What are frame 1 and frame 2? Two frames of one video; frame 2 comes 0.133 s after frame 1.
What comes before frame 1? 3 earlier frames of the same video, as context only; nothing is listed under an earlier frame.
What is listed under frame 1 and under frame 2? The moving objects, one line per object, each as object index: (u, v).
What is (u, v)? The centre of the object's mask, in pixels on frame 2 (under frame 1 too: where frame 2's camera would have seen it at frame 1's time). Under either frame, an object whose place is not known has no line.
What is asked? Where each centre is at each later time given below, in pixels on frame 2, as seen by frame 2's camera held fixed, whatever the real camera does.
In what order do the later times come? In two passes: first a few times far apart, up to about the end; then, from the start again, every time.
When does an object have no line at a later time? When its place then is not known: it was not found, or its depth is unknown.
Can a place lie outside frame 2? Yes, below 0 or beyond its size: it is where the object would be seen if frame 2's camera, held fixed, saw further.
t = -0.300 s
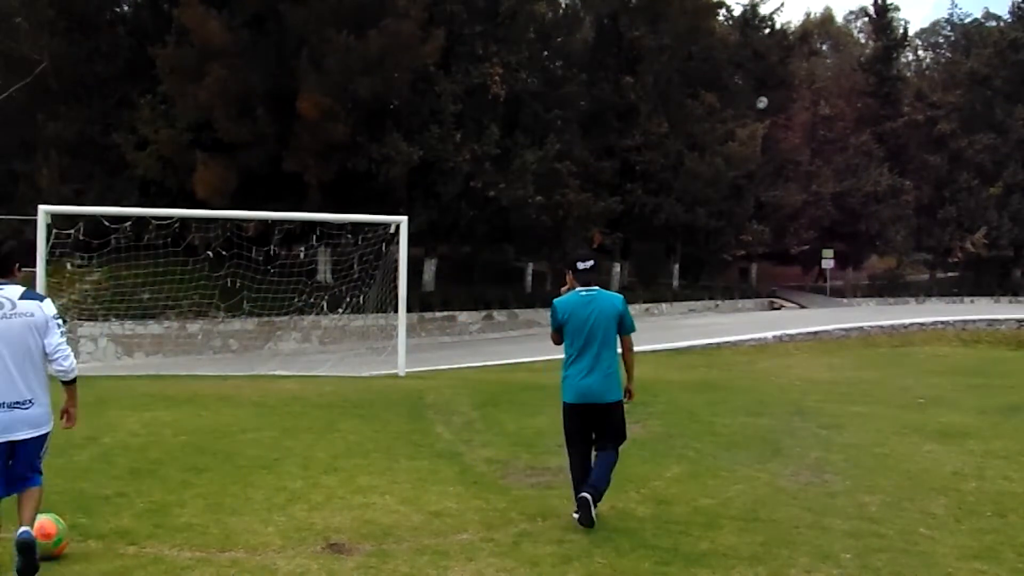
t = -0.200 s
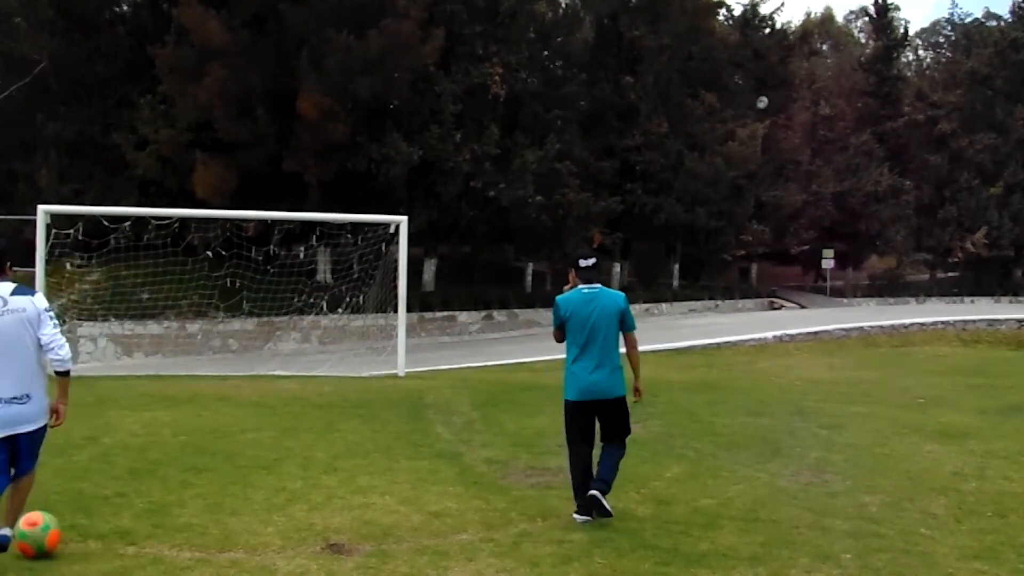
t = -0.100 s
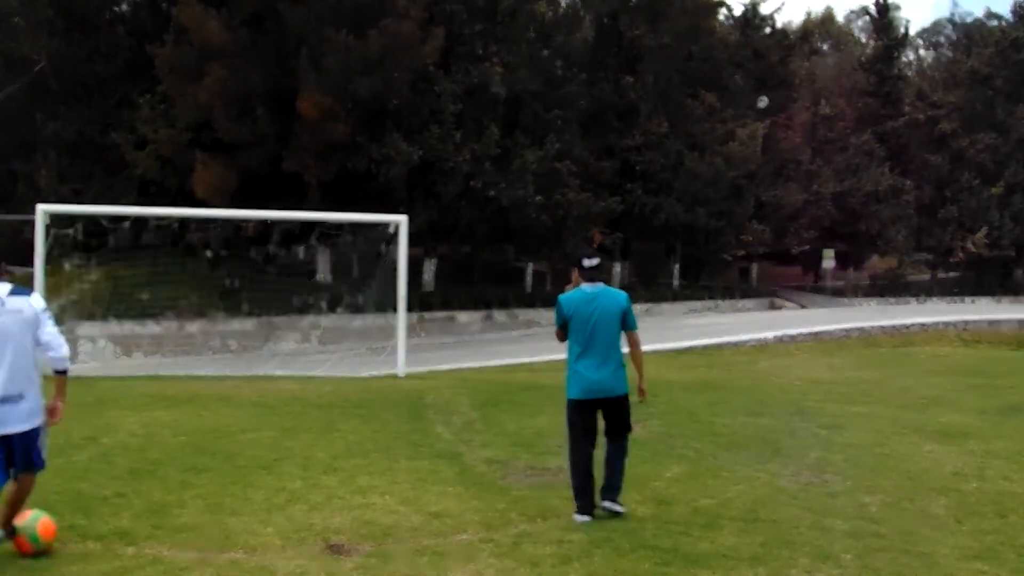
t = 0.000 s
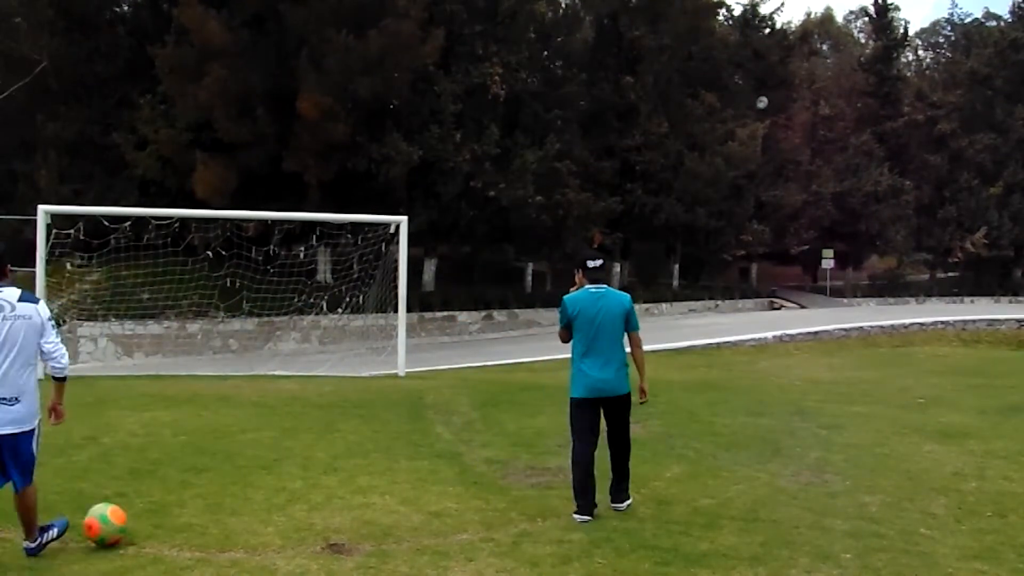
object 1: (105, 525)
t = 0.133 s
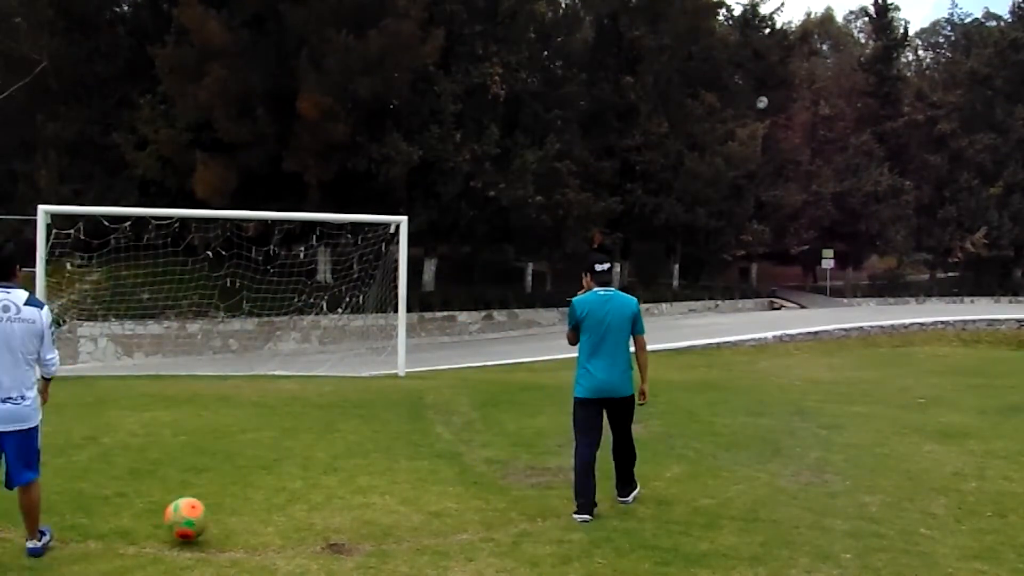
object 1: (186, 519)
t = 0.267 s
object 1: (253, 519)
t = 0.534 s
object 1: (353, 511)
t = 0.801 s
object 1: (443, 509)
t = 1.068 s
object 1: (517, 501)
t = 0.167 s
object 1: (204, 519)
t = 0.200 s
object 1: (223, 520)
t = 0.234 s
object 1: (240, 521)
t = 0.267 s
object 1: (253, 519)
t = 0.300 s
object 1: (266, 518)
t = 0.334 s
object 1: (280, 518)
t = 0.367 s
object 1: (294, 519)
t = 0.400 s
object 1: (306, 517)
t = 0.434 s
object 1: (319, 513)
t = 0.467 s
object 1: (330, 511)
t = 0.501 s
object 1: (342, 510)
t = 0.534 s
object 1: (353, 511)
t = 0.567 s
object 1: (365, 514)
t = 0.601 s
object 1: (376, 513)
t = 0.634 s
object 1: (388, 511)
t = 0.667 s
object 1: (399, 510)
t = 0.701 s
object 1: (411, 510)
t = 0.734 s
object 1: (421, 509)
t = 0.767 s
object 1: (432, 508)
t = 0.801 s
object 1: (443, 509)
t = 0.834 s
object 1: (451, 507)
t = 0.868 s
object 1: (461, 504)
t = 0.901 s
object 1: (471, 503)
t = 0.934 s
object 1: (480, 504)
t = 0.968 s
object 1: (489, 502)
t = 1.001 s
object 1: (498, 501)
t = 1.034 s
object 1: (508, 502)
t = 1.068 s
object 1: (517, 501)
